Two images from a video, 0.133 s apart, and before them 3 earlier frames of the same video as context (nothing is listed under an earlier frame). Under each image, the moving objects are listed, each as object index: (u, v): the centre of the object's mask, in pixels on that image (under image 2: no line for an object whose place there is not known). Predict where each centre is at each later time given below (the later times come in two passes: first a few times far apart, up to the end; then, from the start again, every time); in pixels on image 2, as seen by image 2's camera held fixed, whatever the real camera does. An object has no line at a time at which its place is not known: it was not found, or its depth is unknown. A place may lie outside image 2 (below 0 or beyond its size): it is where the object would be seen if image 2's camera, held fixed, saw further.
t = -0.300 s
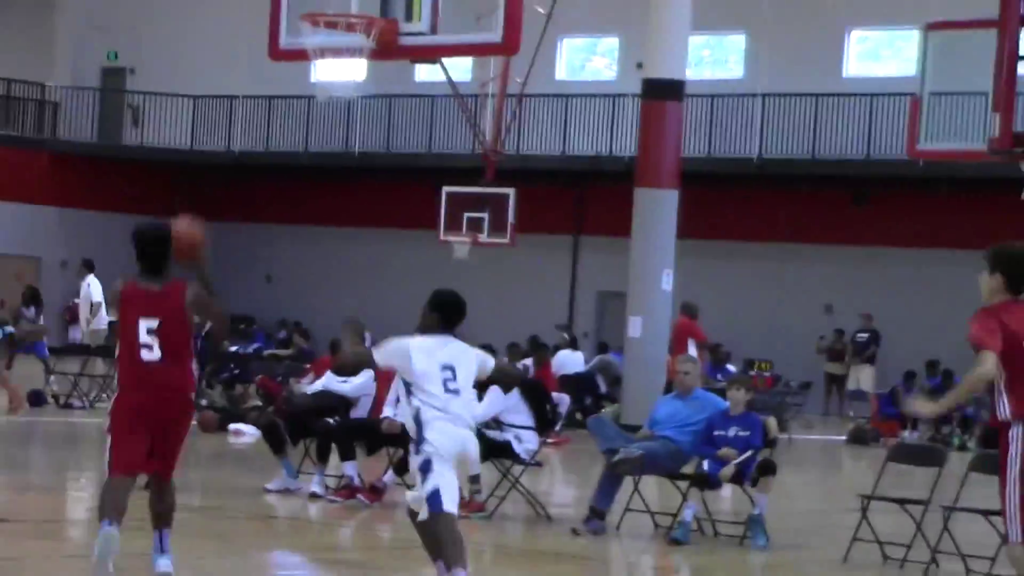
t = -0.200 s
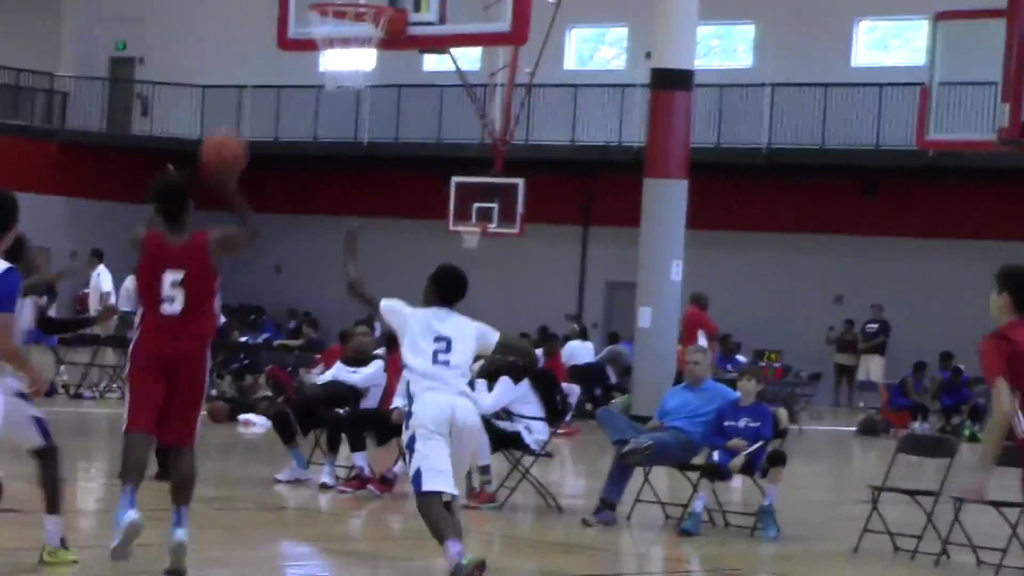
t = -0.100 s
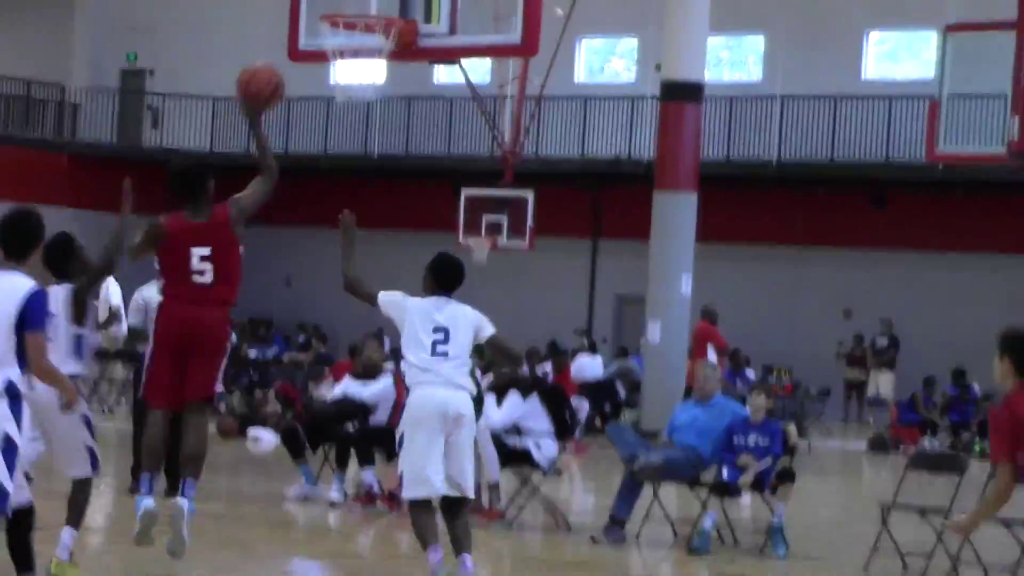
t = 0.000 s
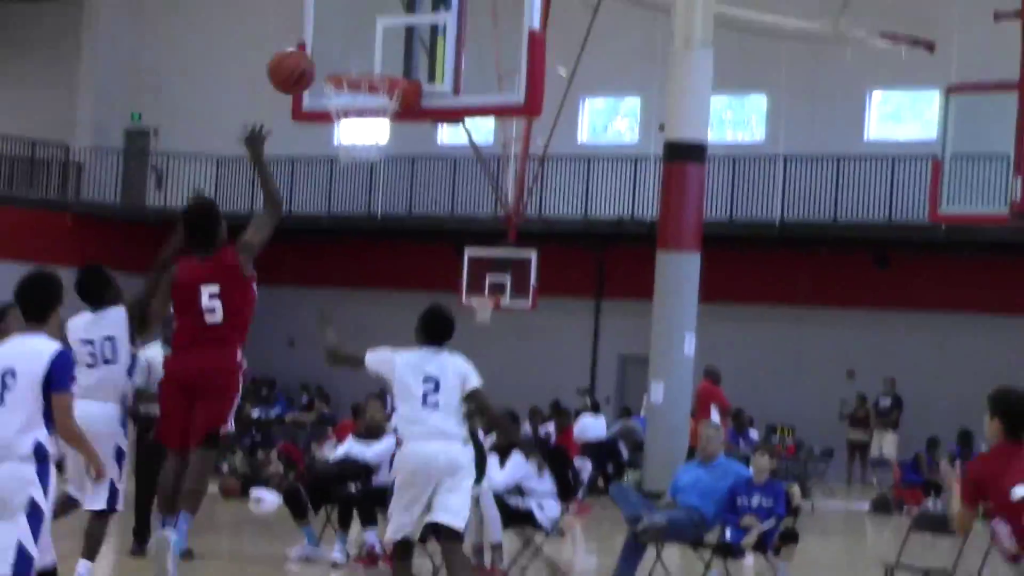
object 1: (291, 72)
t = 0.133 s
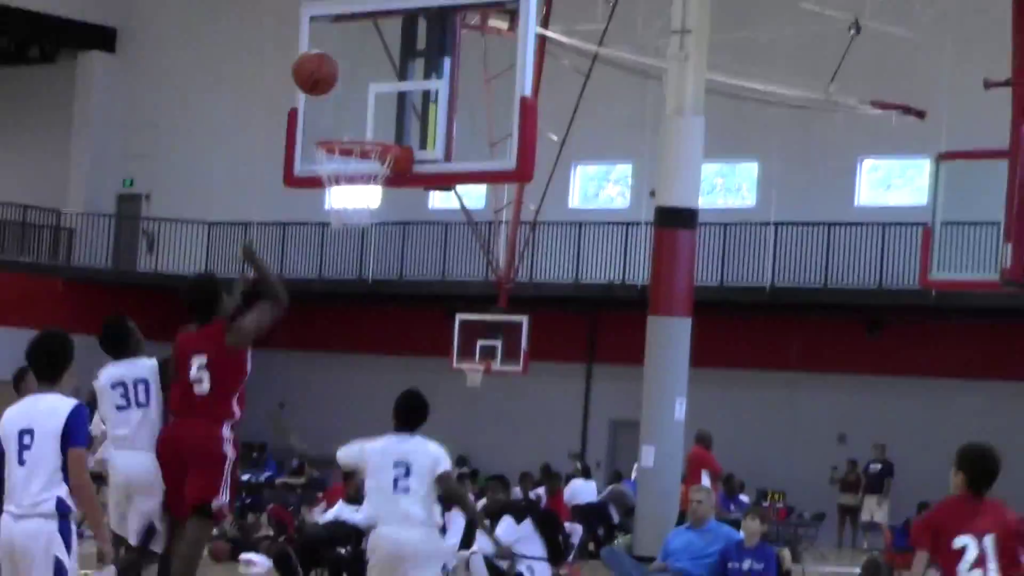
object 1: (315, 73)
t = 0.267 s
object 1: (343, 46)
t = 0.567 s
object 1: (391, 98)
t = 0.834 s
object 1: (368, 122)
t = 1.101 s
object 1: (325, 195)
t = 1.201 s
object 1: (328, 208)
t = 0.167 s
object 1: (323, 64)
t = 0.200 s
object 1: (329, 56)
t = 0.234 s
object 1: (336, 50)
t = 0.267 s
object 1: (343, 46)
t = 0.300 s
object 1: (349, 45)
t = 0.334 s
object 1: (355, 44)
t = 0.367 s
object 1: (361, 47)
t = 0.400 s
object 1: (365, 51)
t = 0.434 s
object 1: (371, 57)
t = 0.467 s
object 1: (377, 64)
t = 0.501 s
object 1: (381, 73)
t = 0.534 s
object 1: (386, 85)
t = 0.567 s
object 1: (391, 98)
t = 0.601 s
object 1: (395, 112)
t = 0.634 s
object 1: (400, 128)
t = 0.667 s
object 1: (396, 127)
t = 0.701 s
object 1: (391, 122)
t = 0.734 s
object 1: (384, 120)
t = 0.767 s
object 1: (379, 118)
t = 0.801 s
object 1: (374, 119)
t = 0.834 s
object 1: (368, 122)
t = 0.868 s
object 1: (362, 125)
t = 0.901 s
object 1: (357, 129)
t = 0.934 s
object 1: (351, 134)
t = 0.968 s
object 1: (343, 153)
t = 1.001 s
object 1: (337, 166)
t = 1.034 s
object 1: (331, 178)
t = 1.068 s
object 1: (326, 189)
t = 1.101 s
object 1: (325, 195)
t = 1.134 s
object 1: (325, 197)
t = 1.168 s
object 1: (327, 203)
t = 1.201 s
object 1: (328, 208)
